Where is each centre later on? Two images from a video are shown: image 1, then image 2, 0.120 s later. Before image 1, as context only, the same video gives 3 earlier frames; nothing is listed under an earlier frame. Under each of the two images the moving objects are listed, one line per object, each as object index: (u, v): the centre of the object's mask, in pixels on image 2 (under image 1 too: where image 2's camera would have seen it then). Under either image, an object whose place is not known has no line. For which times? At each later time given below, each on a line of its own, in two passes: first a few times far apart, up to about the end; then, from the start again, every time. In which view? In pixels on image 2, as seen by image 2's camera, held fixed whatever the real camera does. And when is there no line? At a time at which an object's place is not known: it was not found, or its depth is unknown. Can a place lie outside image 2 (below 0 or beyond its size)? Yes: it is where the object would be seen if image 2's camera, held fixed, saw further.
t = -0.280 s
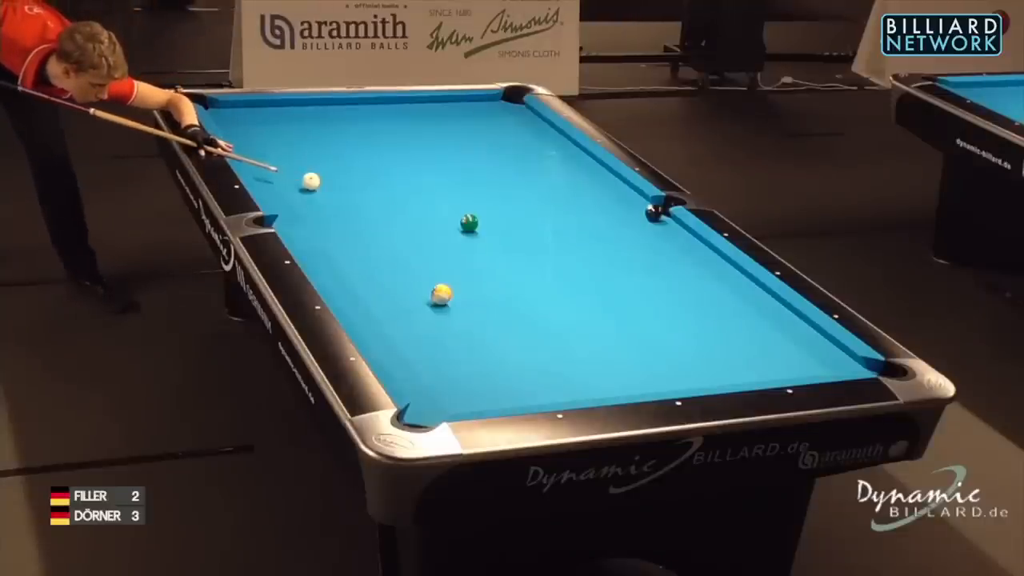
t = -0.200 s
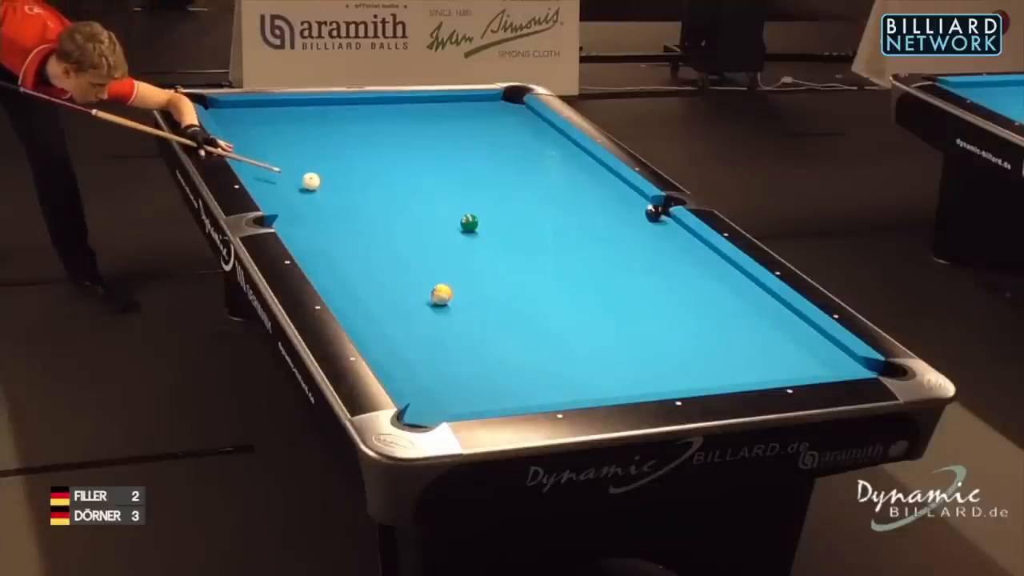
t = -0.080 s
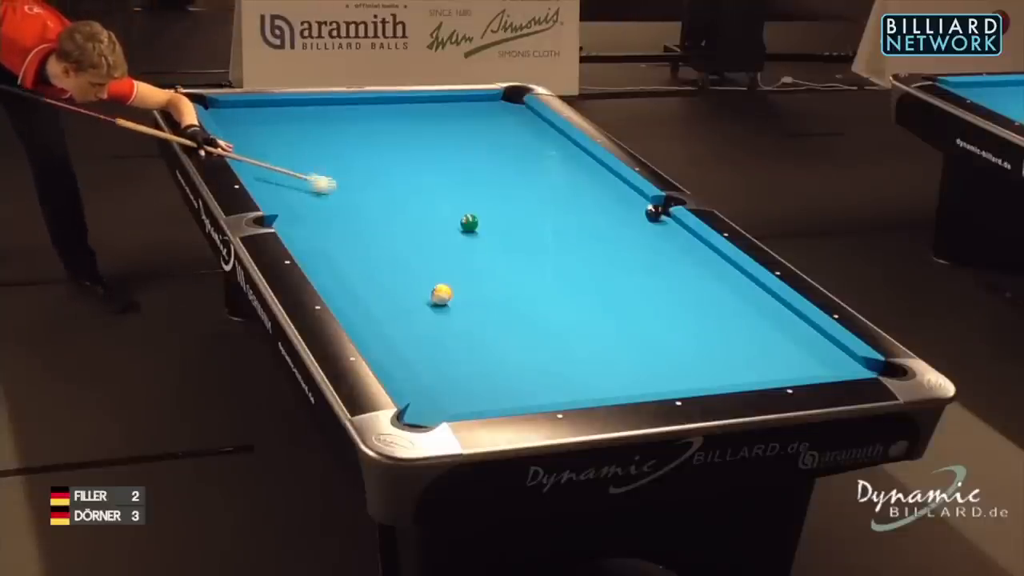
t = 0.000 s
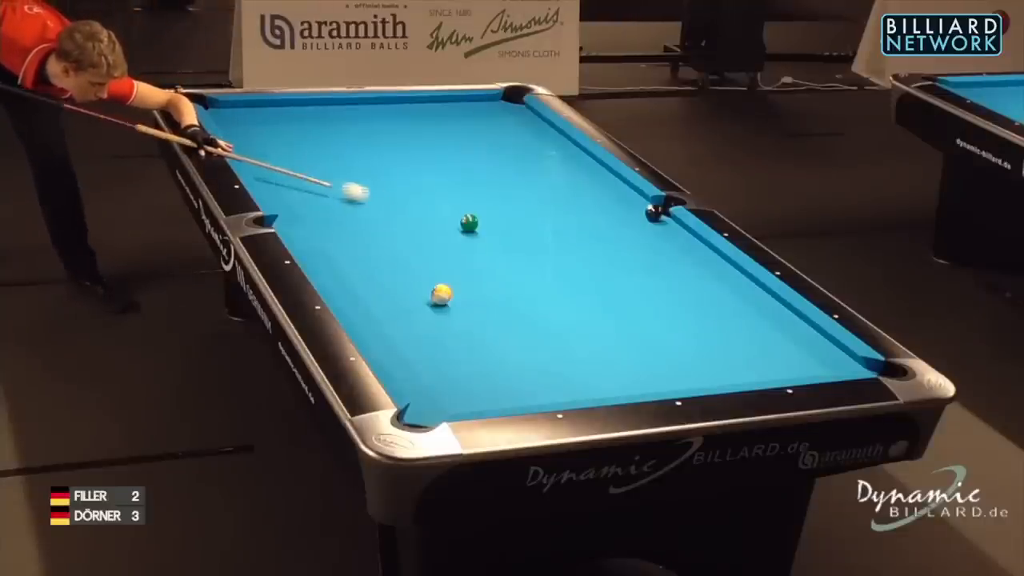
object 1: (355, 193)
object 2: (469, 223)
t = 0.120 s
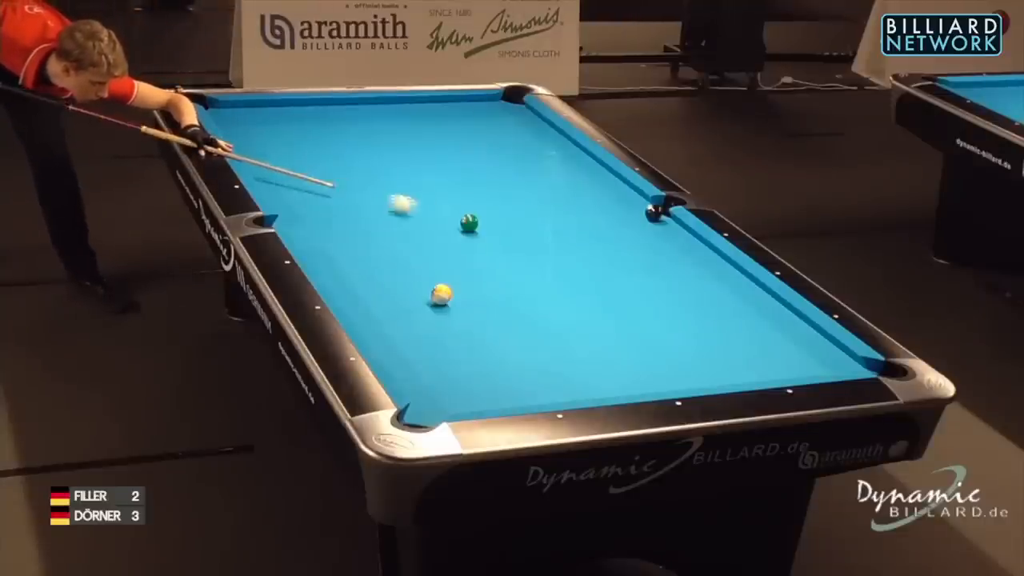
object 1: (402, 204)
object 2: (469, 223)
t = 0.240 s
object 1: (448, 216)
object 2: (469, 223)
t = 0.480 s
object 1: (483, 218)
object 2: (529, 246)
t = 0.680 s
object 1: (512, 219)
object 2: (576, 262)
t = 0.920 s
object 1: (543, 221)
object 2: (632, 282)
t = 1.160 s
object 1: (574, 223)
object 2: (690, 303)
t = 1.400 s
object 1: (602, 224)
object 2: (749, 325)
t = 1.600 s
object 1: (625, 225)
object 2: (798, 343)
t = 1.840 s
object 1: (649, 227)
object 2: (855, 363)
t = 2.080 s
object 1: (673, 228)
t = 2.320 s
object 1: (675, 229)
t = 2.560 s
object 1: (664, 231)
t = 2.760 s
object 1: (655, 232)
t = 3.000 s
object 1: (646, 234)
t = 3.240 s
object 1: (638, 235)
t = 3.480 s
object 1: (631, 236)
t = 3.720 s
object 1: (625, 237)
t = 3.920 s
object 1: (621, 238)
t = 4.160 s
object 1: (618, 238)
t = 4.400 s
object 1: (615, 239)
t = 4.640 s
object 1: (614, 239)
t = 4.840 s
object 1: (614, 239)
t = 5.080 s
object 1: (614, 239)
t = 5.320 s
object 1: (614, 239)
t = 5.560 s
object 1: (614, 239)
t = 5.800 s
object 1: (614, 239)
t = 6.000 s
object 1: (614, 239)
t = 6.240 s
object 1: (614, 239)
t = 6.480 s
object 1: (614, 239)
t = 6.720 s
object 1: (614, 239)
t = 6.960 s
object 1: (614, 239)
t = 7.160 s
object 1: (614, 239)
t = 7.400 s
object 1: (614, 239)
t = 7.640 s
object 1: (614, 239)
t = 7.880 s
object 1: (614, 239)
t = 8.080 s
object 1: (614, 239)
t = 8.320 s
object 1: (614, 239)
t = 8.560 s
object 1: (614, 239)
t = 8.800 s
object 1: (614, 239)
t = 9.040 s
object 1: (614, 239)
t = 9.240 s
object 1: (614, 239)
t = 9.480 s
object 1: (614, 239)
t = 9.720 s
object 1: (614, 239)
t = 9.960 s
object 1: (614, 239)
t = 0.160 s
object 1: (417, 208)
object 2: (469, 223)
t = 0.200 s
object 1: (433, 212)
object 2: (469, 224)
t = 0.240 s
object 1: (448, 216)
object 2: (469, 223)
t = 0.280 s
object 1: (457, 217)
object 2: (478, 228)
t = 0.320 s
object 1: (461, 217)
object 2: (489, 231)
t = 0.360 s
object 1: (466, 217)
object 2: (500, 235)
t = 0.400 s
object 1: (472, 217)
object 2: (511, 239)
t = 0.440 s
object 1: (478, 217)
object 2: (520, 242)
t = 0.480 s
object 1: (483, 218)
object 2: (529, 246)
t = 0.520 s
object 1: (489, 218)
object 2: (538, 249)
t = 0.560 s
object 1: (495, 218)
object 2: (547, 252)
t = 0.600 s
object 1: (500, 219)
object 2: (557, 255)
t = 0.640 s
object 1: (506, 219)
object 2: (566, 259)
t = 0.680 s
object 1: (512, 219)
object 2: (576, 262)
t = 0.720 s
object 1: (517, 219)
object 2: (585, 266)
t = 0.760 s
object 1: (523, 220)
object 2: (594, 269)
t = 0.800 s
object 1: (528, 220)
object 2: (604, 272)
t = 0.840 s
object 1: (533, 221)
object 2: (613, 275)
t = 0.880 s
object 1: (539, 221)
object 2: (623, 279)
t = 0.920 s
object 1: (543, 221)
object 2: (632, 282)
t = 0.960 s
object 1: (549, 221)
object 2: (642, 286)
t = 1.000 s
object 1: (554, 222)
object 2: (651, 289)
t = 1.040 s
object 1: (559, 222)
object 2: (661, 292)
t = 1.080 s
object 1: (564, 222)
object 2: (671, 296)
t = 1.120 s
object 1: (569, 223)
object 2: (681, 299)
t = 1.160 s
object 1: (574, 223)
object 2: (690, 303)
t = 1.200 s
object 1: (579, 223)
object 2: (700, 307)
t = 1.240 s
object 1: (583, 223)
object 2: (709, 310)
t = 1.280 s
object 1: (588, 224)
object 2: (720, 314)
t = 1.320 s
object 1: (593, 224)
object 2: (729, 318)
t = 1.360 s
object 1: (598, 224)
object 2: (739, 321)
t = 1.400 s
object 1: (602, 224)
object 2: (749, 325)
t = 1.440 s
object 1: (607, 225)
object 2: (759, 328)
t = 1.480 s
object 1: (611, 225)
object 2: (769, 332)
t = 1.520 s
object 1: (616, 225)
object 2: (778, 335)
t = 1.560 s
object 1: (620, 225)
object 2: (788, 339)
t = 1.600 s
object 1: (625, 225)
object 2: (798, 343)
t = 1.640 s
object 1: (629, 226)
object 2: (808, 346)
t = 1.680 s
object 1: (633, 226)
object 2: (819, 350)
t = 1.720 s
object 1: (637, 226)
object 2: (829, 354)
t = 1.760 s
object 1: (641, 227)
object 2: (839, 358)
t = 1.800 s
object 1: (645, 227)
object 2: (848, 361)
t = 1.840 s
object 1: (649, 227)
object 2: (855, 363)
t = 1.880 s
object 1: (654, 227)
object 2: (862, 364)
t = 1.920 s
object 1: (658, 227)
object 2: (868, 365)
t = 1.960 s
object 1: (662, 227)
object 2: (875, 370)
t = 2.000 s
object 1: (666, 227)
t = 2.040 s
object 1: (669, 227)
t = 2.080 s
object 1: (673, 228)
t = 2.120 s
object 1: (677, 228)
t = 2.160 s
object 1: (680, 228)
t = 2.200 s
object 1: (680, 228)
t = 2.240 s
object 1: (678, 229)
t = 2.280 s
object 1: (676, 229)
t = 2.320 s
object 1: (675, 229)
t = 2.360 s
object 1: (673, 230)
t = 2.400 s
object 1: (671, 230)
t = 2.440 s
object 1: (669, 230)
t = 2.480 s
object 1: (667, 230)
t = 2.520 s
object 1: (665, 231)
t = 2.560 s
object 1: (664, 231)
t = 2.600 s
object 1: (662, 231)
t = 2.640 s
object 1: (660, 232)
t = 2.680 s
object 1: (659, 232)
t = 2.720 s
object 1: (657, 232)
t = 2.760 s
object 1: (655, 232)
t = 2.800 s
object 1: (654, 233)
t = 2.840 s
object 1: (652, 233)
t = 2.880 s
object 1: (651, 233)
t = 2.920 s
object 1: (649, 233)
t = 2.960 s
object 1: (648, 234)
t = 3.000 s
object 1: (646, 234)
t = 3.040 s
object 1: (644, 234)
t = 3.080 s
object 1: (643, 234)
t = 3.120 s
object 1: (642, 235)
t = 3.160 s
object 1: (641, 235)
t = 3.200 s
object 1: (639, 235)
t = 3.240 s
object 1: (638, 235)
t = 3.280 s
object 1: (637, 236)
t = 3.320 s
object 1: (636, 236)
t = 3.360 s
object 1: (635, 236)
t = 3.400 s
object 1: (633, 236)
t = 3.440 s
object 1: (632, 236)
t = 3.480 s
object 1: (631, 236)
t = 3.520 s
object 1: (630, 237)
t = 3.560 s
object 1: (629, 237)
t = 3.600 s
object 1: (628, 237)
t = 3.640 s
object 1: (627, 237)
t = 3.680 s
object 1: (626, 237)
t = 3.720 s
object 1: (625, 237)
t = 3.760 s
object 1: (624, 237)
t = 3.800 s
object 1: (624, 237)
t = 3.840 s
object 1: (623, 238)
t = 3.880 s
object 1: (622, 238)
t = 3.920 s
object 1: (621, 238)
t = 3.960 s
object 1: (621, 238)
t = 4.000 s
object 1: (620, 238)
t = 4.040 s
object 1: (619, 238)
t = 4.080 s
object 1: (619, 238)
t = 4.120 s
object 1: (618, 238)
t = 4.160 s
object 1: (618, 238)
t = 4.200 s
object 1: (617, 238)
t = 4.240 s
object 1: (617, 239)
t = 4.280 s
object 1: (616, 239)
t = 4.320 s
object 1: (616, 239)
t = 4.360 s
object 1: (615, 239)
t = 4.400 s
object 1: (615, 239)
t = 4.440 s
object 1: (615, 239)
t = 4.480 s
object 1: (614, 239)
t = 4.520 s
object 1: (614, 239)
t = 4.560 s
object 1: (614, 239)
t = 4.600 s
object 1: (614, 239)
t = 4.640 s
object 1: (614, 239)
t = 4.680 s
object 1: (614, 239)
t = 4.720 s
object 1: (614, 239)
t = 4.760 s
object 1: (614, 239)
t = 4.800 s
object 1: (614, 239)
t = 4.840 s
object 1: (614, 239)
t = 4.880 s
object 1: (614, 239)
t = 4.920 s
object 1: (614, 239)
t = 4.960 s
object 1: (614, 239)
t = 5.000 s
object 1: (614, 239)
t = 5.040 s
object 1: (614, 239)
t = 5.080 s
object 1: (614, 239)
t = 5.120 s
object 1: (614, 239)
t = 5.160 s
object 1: (614, 239)
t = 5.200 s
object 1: (614, 239)
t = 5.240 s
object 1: (614, 239)
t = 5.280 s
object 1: (614, 239)
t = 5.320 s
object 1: (614, 239)
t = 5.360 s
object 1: (614, 239)
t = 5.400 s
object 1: (614, 239)
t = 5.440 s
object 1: (614, 239)
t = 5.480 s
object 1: (614, 239)
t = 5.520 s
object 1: (614, 239)
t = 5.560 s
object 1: (614, 239)
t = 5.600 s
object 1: (614, 239)
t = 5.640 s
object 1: (614, 239)
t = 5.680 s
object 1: (614, 239)
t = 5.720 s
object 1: (614, 239)
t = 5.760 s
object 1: (614, 239)
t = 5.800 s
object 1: (614, 239)
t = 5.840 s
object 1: (614, 239)
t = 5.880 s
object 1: (614, 239)
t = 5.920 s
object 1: (614, 239)
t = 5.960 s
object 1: (614, 239)
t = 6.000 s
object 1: (614, 239)
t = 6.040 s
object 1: (614, 239)
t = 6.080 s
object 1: (614, 239)
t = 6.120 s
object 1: (614, 239)
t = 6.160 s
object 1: (614, 239)
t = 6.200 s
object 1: (614, 239)
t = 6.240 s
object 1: (614, 239)
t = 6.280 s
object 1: (614, 239)
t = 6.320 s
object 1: (614, 239)
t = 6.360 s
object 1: (614, 239)
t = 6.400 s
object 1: (614, 239)
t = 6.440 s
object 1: (614, 239)
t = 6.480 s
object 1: (614, 239)
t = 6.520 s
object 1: (614, 239)
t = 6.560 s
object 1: (614, 239)
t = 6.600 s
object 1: (614, 239)
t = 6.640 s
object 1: (614, 239)
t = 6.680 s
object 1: (614, 239)
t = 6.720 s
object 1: (614, 239)
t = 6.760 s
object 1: (614, 239)
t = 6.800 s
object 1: (614, 239)
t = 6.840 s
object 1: (614, 239)
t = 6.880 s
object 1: (614, 239)
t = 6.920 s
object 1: (614, 239)
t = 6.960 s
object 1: (614, 239)
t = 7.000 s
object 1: (614, 239)
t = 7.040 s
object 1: (614, 239)
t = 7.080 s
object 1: (614, 239)
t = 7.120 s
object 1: (614, 239)
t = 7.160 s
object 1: (614, 239)
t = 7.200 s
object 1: (614, 239)
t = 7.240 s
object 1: (614, 239)
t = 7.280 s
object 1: (614, 239)
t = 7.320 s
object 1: (614, 239)
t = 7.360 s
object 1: (614, 239)
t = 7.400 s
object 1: (614, 239)
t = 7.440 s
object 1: (614, 239)
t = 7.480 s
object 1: (614, 239)
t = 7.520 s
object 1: (614, 239)
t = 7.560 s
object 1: (614, 239)
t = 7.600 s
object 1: (614, 239)
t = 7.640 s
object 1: (614, 239)
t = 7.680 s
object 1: (614, 239)
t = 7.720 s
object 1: (614, 239)
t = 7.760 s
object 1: (614, 239)
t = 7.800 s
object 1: (614, 239)
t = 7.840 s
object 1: (614, 239)
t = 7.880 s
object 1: (614, 239)
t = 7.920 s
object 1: (614, 239)
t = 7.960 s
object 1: (614, 239)
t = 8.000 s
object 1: (614, 239)
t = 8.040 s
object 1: (614, 239)
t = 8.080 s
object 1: (614, 239)
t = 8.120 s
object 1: (614, 239)
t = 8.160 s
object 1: (614, 239)
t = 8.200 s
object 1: (614, 239)
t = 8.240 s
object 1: (614, 239)
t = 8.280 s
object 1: (614, 239)
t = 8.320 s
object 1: (614, 239)
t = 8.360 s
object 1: (614, 239)
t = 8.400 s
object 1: (614, 239)
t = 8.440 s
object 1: (614, 239)
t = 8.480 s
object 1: (614, 239)
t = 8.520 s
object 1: (614, 239)
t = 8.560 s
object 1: (614, 239)
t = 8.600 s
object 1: (614, 239)
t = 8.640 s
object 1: (614, 239)
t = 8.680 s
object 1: (614, 239)
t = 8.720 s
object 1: (614, 239)
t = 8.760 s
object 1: (614, 239)
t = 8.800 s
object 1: (614, 239)
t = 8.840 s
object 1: (614, 239)
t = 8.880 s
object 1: (614, 239)
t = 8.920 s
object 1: (614, 239)
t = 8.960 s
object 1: (614, 239)
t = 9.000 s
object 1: (614, 239)
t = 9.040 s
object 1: (614, 239)
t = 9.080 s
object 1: (614, 239)
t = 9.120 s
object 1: (614, 239)
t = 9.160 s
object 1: (614, 239)
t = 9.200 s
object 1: (614, 239)
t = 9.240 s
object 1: (614, 239)
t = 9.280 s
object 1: (614, 239)
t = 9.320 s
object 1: (614, 239)
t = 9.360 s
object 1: (614, 239)
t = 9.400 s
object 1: (614, 239)
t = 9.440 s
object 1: (614, 239)
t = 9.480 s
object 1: (614, 239)
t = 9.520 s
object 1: (614, 239)
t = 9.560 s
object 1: (614, 239)
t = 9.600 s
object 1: (614, 239)
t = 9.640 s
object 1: (614, 239)
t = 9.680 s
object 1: (614, 239)
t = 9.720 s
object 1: (614, 239)
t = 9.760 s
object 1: (614, 239)
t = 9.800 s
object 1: (614, 239)
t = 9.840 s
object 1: (614, 239)
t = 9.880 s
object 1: (614, 239)
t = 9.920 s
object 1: (614, 239)
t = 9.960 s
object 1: (614, 239)
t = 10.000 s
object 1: (614, 239)
